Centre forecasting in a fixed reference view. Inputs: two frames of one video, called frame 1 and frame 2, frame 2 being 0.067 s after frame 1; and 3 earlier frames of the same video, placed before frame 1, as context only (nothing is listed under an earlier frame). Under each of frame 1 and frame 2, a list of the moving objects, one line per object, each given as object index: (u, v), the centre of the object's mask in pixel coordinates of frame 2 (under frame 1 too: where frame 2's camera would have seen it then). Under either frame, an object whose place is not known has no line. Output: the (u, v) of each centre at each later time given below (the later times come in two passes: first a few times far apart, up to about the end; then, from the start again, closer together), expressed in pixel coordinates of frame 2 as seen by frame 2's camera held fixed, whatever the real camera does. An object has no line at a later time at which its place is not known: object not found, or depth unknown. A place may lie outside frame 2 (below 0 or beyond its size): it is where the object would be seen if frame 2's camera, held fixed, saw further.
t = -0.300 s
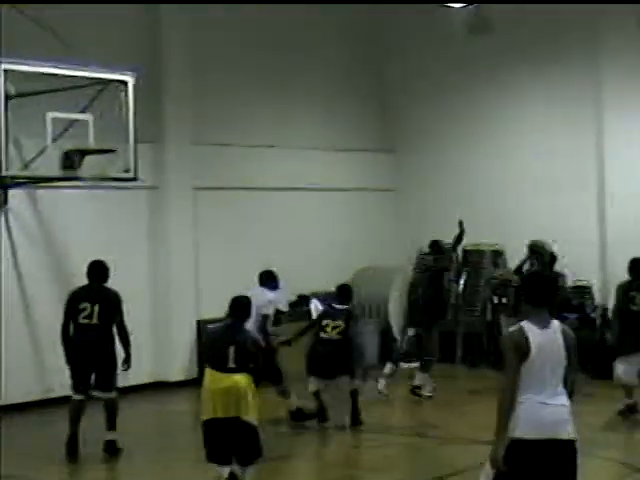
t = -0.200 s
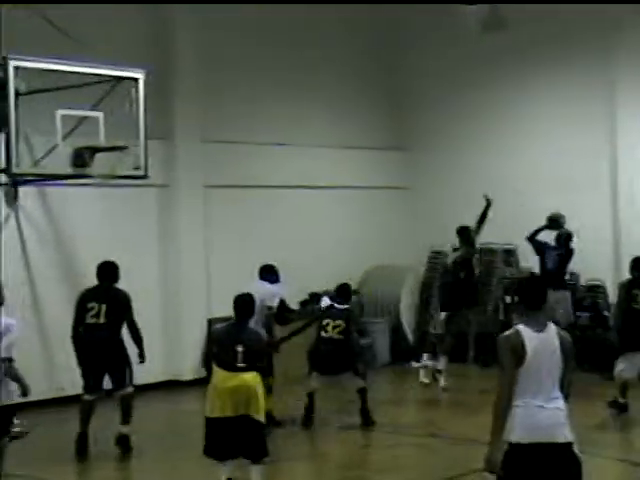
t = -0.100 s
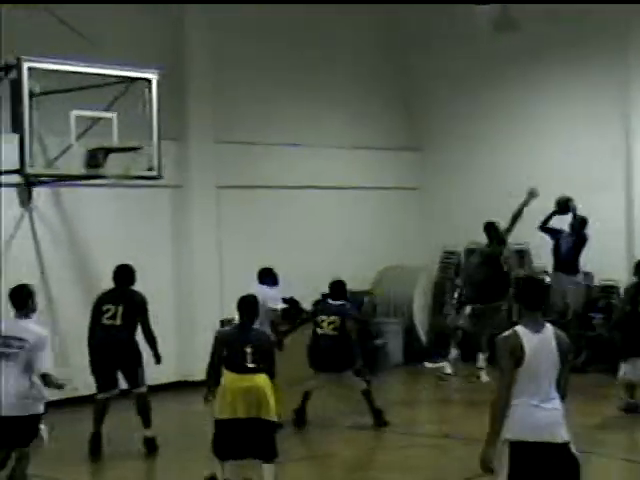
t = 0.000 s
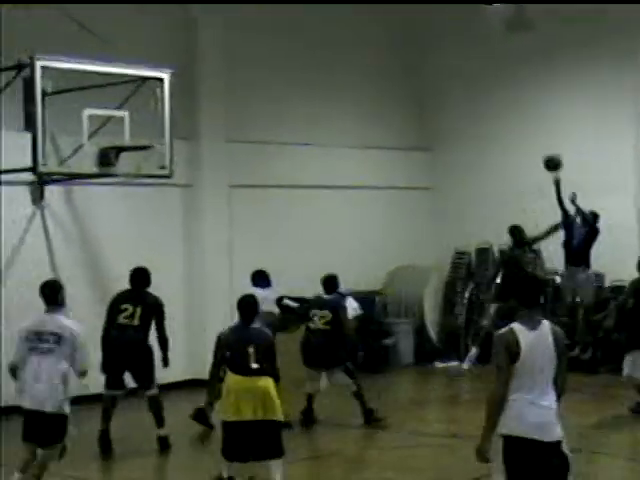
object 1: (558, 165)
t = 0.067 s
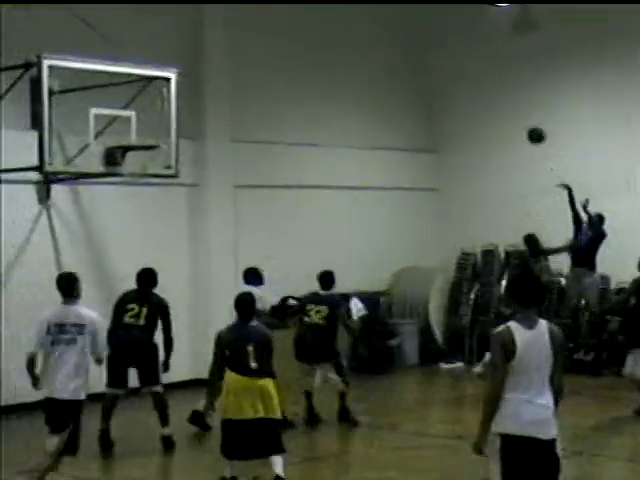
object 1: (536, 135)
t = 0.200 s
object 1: (488, 85)
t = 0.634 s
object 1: (336, 15)
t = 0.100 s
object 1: (524, 122)
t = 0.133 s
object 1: (513, 108)
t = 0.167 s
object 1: (500, 97)
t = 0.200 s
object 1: (488, 85)
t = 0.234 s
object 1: (477, 73)
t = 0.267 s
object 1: (467, 64)
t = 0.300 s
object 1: (455, 55)
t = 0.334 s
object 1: (445, 47)
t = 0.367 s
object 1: (433, 39)
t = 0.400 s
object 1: (422, 32)
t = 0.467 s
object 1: (398, 22)
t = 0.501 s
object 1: (386, 18)
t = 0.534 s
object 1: (374, 16)
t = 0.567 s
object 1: (361, 14)
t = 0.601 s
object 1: (348, 14)
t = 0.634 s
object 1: (336, 15)
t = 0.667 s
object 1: (324, 15)
